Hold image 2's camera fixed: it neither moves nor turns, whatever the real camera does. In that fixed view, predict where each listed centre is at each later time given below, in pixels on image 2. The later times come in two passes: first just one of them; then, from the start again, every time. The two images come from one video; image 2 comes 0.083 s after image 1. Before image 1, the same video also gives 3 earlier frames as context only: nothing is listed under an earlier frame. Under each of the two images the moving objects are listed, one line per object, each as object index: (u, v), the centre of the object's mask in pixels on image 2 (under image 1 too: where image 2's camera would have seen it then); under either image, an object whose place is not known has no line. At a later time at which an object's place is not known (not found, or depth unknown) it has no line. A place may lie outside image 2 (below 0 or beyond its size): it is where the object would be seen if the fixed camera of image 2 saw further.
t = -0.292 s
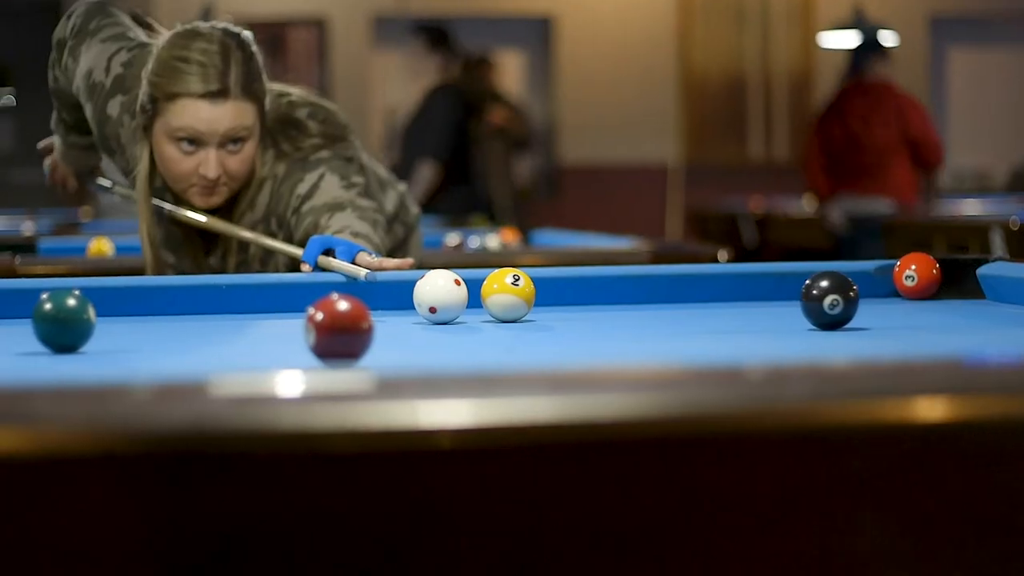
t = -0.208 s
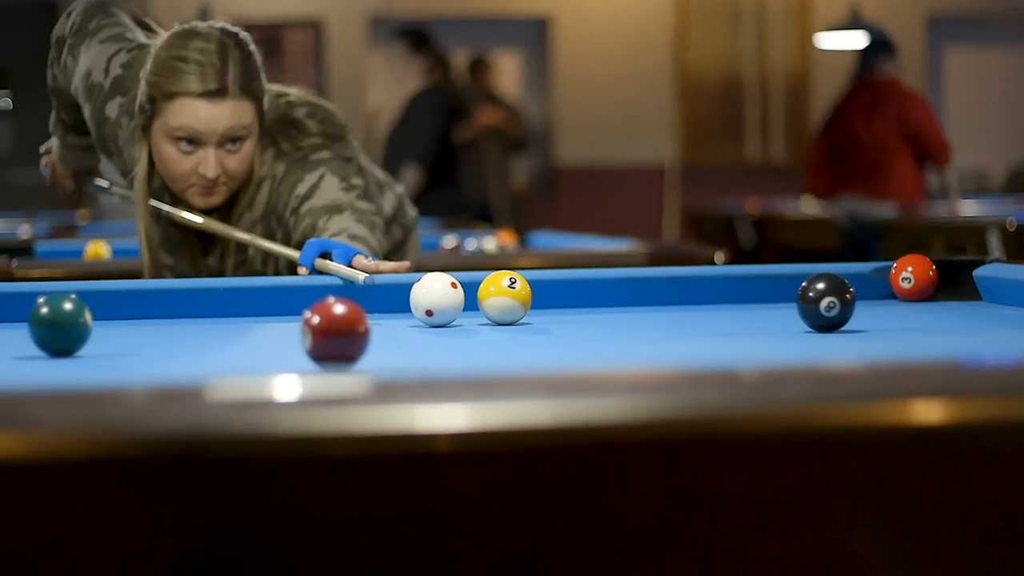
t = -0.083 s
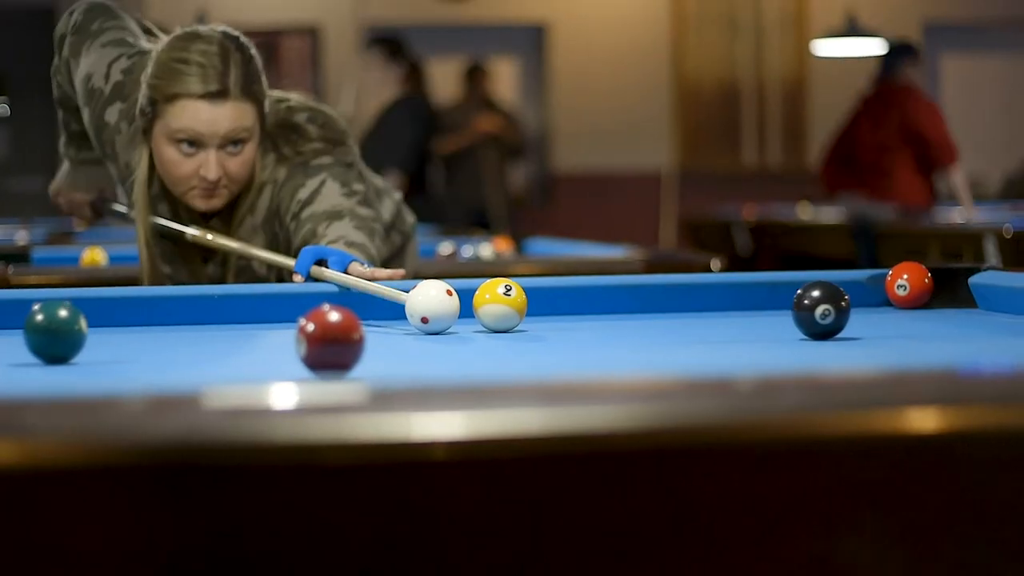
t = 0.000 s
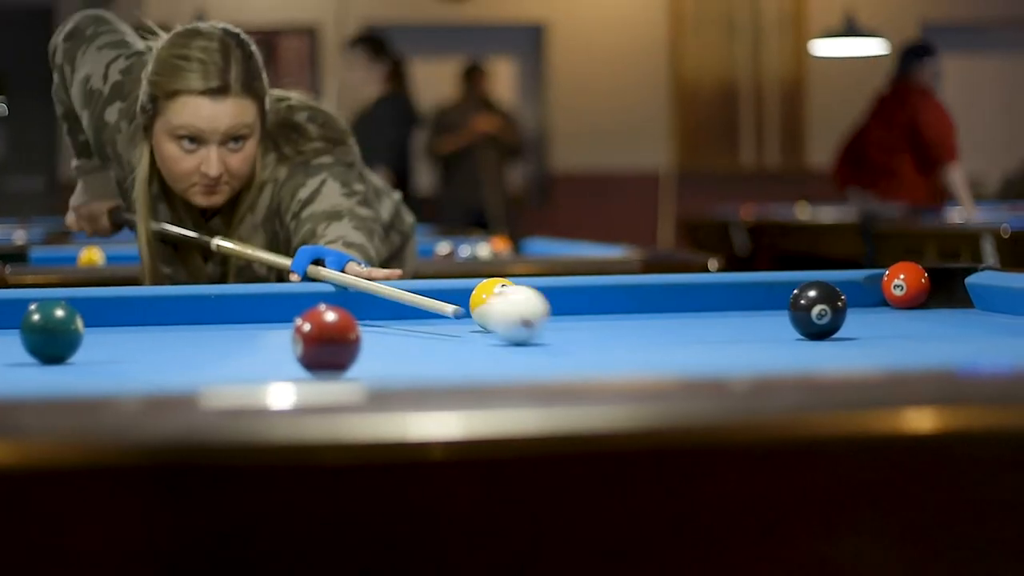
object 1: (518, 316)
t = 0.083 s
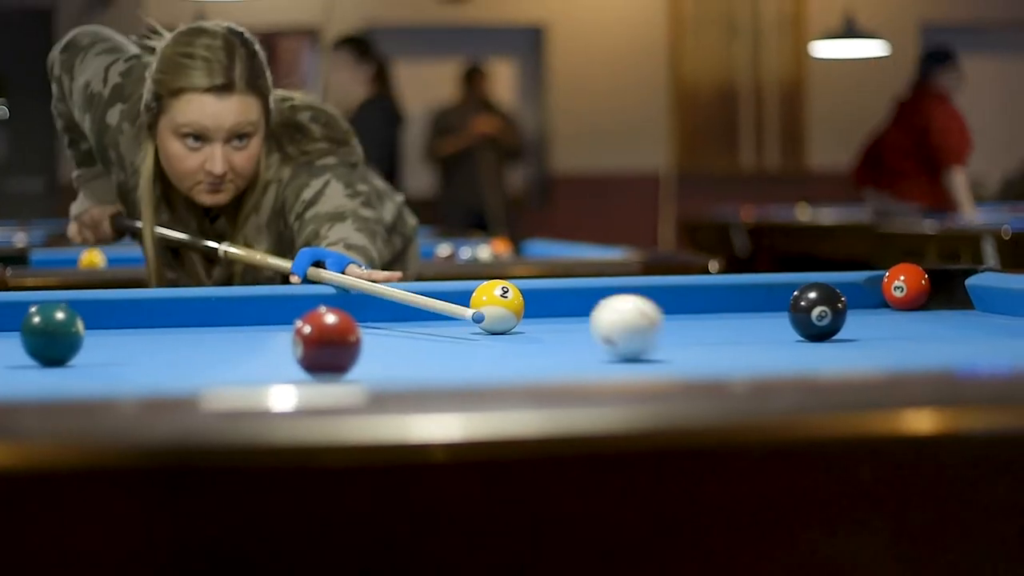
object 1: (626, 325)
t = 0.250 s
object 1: (880, 341)
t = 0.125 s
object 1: (686, 332)
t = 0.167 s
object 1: (747, 337)
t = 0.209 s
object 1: (811, 340)
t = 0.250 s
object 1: (880, 341)
